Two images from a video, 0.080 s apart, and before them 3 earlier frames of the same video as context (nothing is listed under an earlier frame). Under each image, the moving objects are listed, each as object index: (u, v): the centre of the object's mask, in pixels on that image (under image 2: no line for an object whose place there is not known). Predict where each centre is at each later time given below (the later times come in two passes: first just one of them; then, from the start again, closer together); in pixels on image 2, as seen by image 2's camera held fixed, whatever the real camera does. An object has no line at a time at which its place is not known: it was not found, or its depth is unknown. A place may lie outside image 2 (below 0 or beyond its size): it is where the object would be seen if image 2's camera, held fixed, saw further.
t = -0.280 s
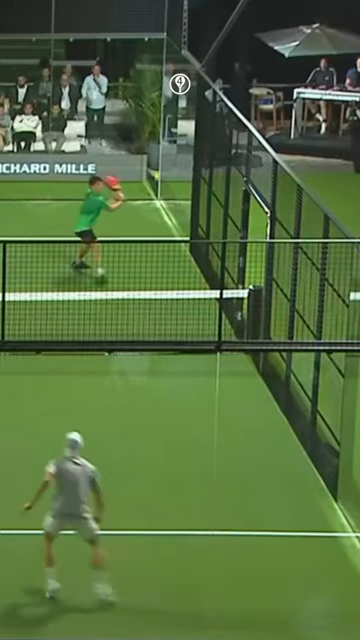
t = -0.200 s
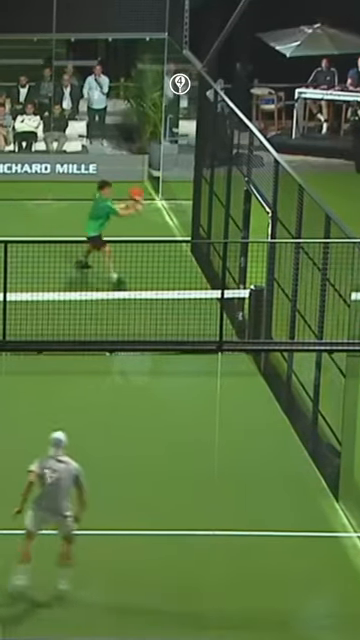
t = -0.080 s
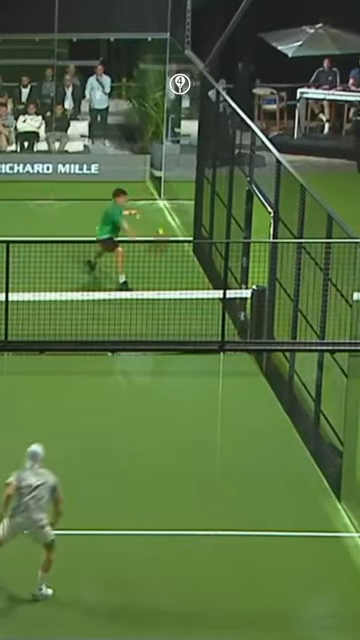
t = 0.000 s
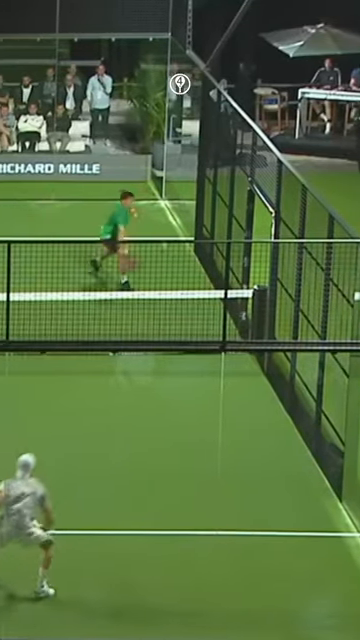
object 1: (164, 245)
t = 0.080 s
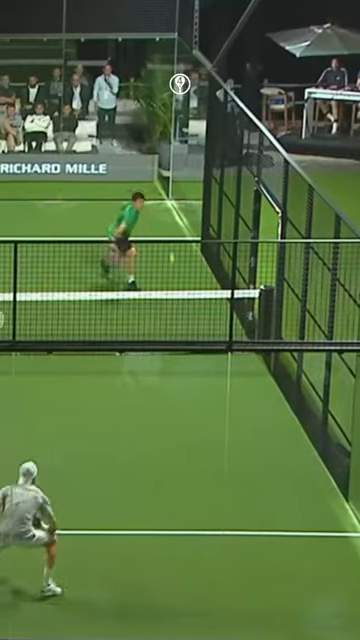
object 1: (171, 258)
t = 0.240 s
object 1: (176, 308)
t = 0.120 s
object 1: (172, 266)
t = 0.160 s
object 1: (175, 285)
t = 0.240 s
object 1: (176, 308)
